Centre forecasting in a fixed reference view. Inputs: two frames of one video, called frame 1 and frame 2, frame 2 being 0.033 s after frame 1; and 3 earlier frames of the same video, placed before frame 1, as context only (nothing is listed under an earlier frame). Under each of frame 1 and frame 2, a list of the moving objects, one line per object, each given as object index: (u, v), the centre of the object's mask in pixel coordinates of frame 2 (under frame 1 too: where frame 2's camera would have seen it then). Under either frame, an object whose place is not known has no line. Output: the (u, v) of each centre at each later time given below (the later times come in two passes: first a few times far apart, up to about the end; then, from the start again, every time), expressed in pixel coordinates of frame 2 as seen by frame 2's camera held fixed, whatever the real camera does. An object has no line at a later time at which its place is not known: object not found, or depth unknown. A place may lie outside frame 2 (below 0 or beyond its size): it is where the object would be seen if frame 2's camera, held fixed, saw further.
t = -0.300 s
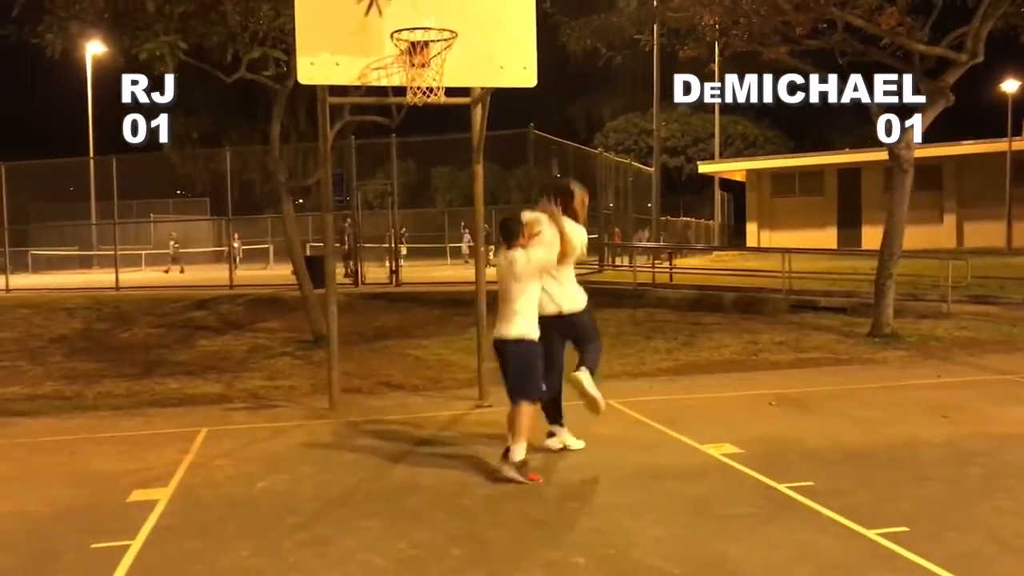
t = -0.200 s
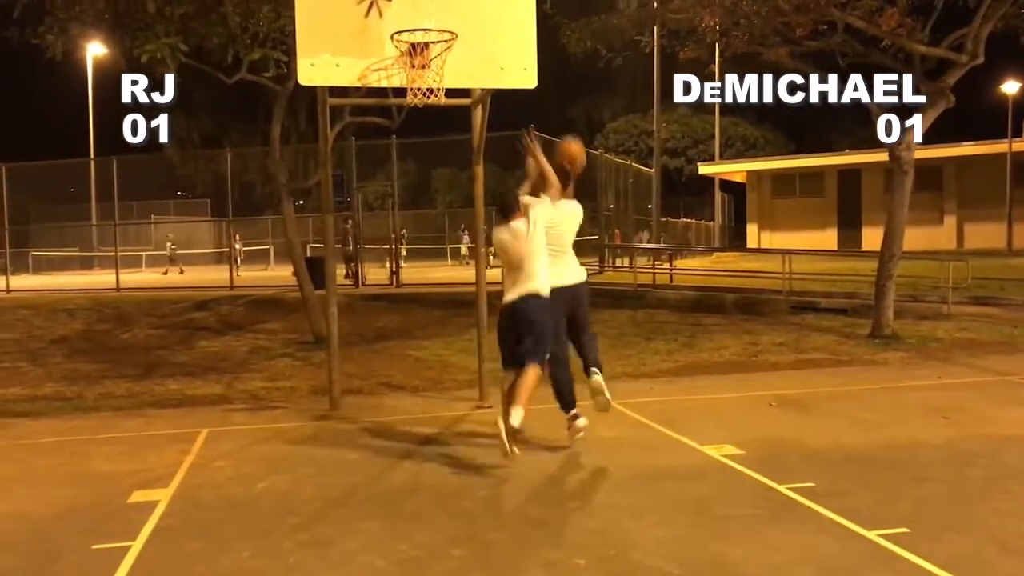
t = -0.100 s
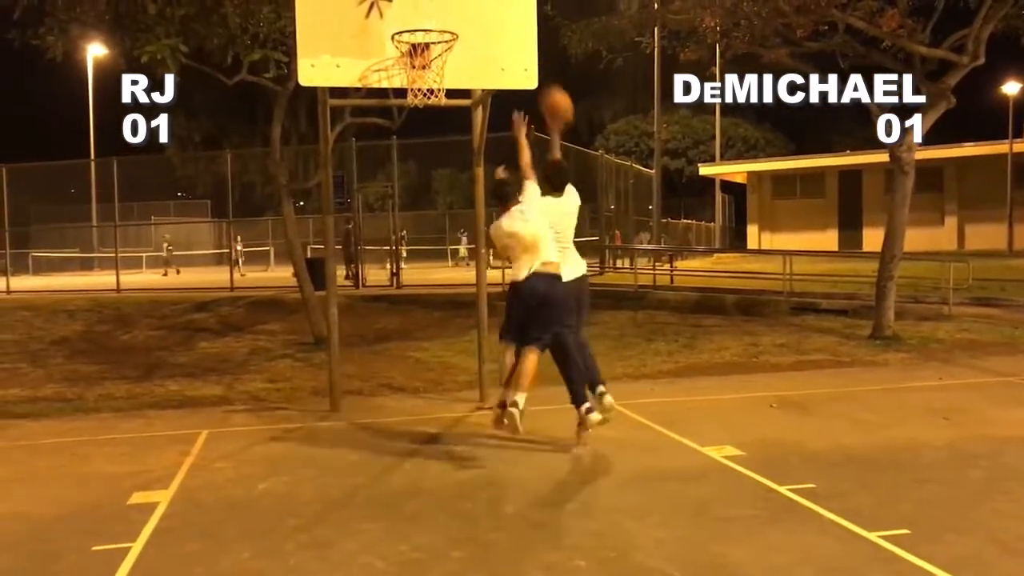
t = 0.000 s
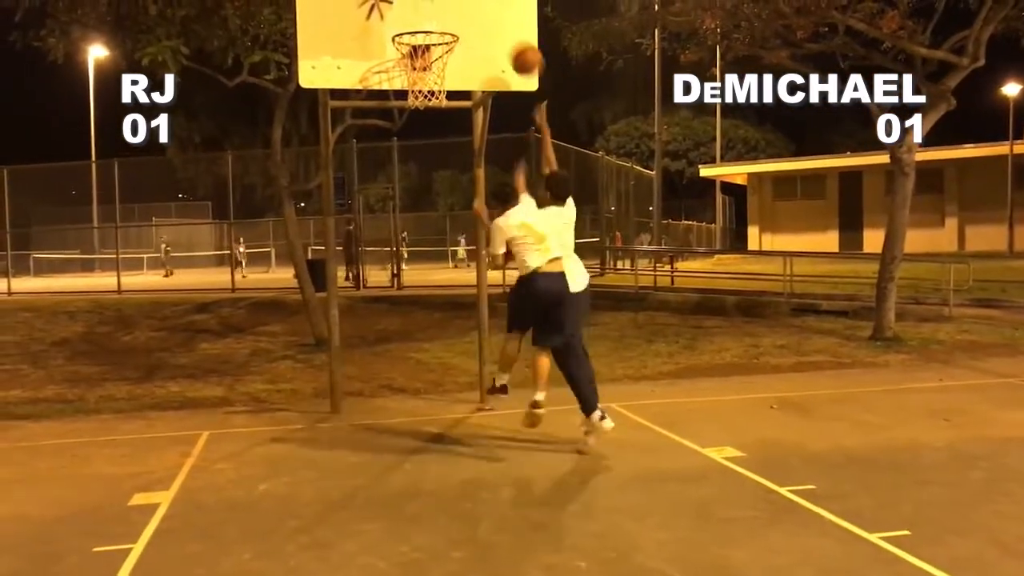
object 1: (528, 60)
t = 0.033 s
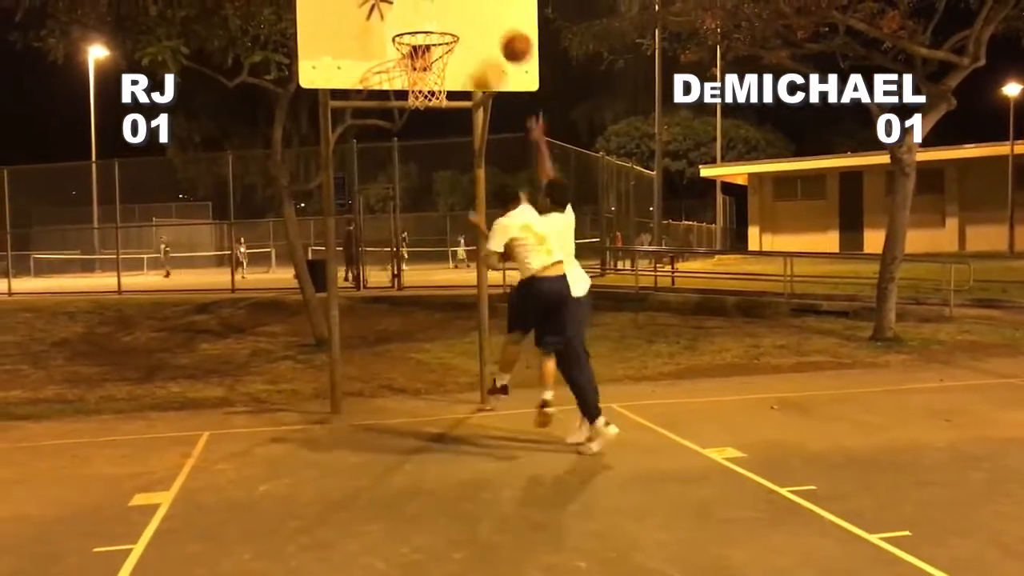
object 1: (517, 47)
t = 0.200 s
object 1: (471, 10)
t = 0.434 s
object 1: (441, 24)
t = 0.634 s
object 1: (421, 80)
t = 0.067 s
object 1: (506, 36)
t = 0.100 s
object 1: (496, 26)
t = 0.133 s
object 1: (487, 19)
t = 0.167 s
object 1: (478, 12)
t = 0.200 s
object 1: (471, 10)
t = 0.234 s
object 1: (466, 9)
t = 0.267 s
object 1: (462, 9)
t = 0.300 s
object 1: (458, 9)
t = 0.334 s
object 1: (454, 10)
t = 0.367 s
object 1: (449, 13)
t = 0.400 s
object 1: (445, 17)
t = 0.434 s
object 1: (441, 24)
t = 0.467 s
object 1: (437, 33)
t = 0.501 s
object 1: (434, 44)
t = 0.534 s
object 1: (426, 55)
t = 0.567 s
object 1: (425, 64)
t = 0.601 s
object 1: (423, 71)
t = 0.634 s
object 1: (421, 80)
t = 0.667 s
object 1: (421, 83)
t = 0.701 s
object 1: (419, 93)
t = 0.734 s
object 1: (418, 103)
